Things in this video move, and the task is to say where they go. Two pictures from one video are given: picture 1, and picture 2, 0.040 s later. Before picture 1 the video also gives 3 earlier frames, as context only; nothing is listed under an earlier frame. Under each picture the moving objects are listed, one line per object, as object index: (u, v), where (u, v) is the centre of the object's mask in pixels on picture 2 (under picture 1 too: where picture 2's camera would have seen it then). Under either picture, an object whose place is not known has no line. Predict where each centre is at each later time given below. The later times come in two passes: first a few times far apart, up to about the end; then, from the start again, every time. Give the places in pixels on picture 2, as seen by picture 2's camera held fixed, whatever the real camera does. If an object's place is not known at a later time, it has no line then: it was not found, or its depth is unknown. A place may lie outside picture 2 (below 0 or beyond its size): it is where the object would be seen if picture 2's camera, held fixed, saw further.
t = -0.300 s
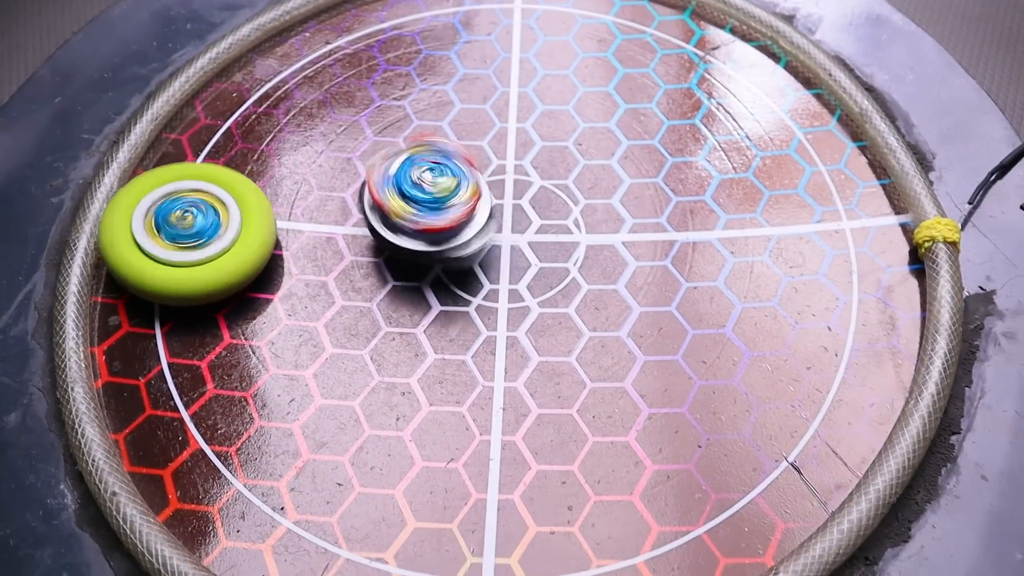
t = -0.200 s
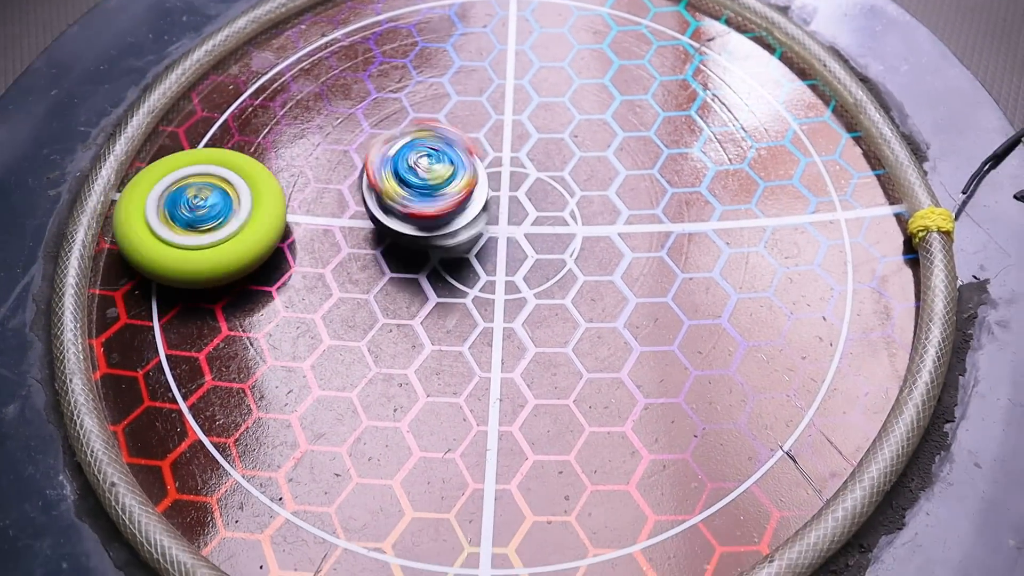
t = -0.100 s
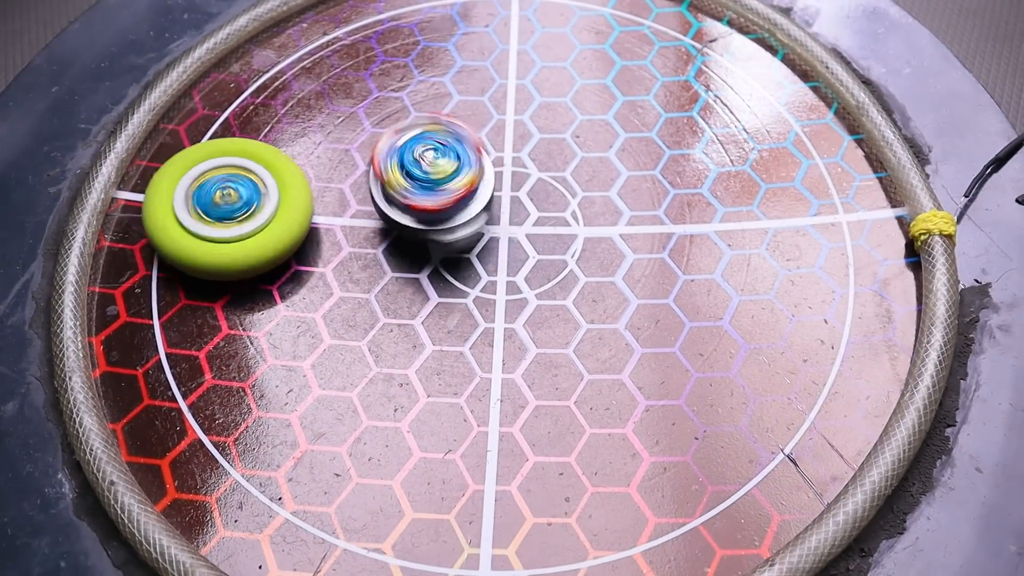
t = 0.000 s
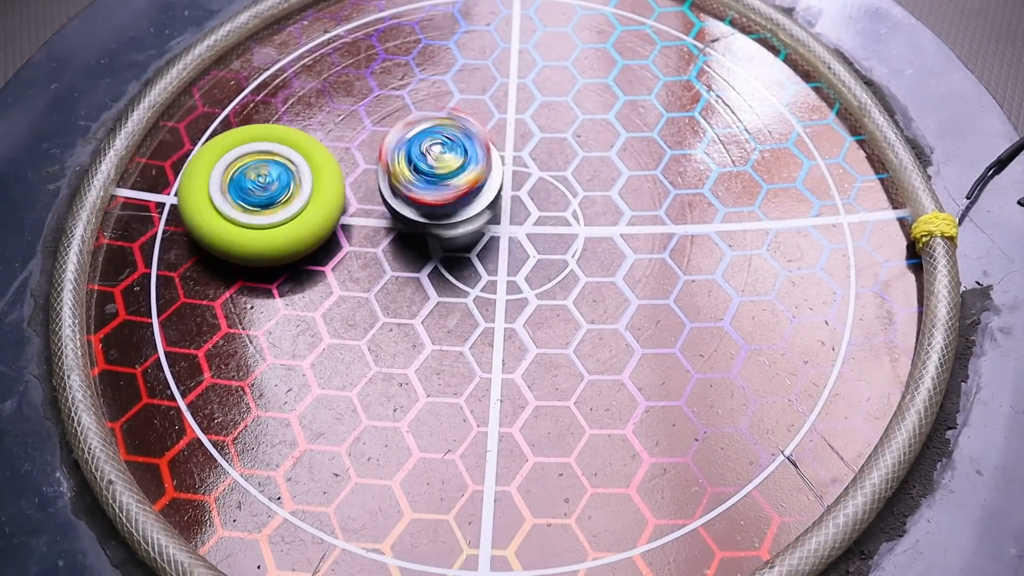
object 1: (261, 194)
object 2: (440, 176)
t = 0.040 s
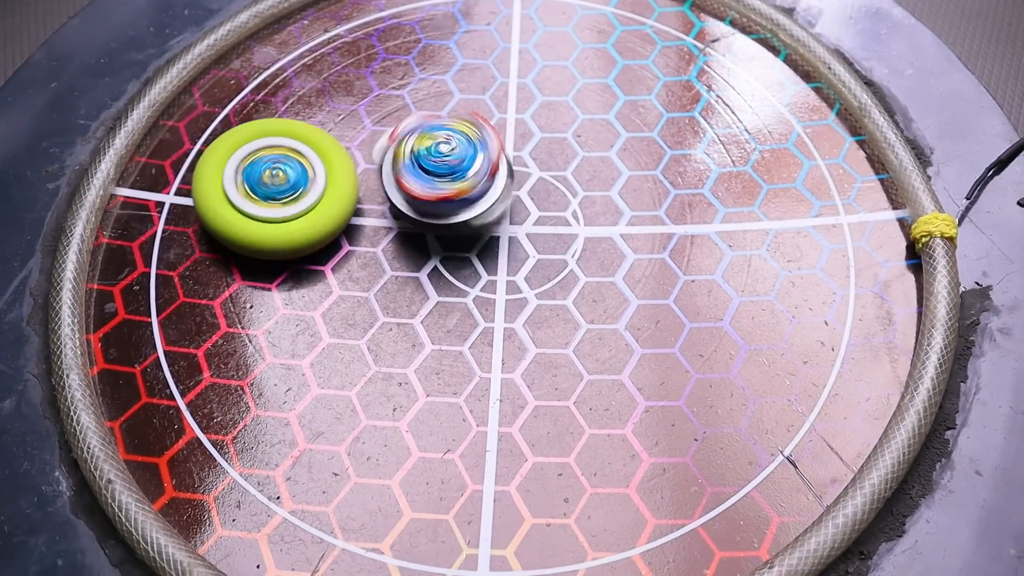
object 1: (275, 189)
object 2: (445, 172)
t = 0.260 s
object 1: (327, 124)
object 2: (465, 191)
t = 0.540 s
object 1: (352, 71)
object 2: (474, 219)
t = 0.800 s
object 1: (391, 51)
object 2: (456, 223)
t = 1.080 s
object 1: (448, 49)
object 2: (455, 208)
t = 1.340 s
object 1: (502, 58)
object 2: (465, 212)
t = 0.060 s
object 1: (281, 186)
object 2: (445, 176)
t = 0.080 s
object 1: (287, 182)
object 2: (447, 173)
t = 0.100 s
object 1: (293, 179)
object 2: (449, 174)
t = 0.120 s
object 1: (300, 176)
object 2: (450, 172)
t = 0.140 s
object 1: (302, 167)
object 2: (457, 173)
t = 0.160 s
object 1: (305, 156)
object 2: (461, 185)
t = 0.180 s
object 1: (309, 149)
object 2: (462, 187)
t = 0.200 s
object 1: (314, 141)
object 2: (465, 190)
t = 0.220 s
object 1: (319, 135)
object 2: (463, 197)
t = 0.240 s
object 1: (323, 129)
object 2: (463, 194)
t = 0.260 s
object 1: (327, 124)
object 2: (465, 191)
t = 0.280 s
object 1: (330, 119)
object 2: (469, 198)
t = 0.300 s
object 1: (332, 114)
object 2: (467, 200)
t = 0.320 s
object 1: (334, 110)
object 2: (470, 201)
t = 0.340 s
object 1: (335, 106)
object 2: (469, 204)
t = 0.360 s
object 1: (336, 102)
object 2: (467, 208)
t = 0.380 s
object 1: (337, 99)
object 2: (468, 204)
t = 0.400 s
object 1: (339, 95)
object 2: (472, 205)
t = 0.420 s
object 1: (340, 91)
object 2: (471, 209)
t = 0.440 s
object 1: (342, 87)
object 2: (472, 208)
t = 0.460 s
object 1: (344, 84)
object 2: (474, 210)
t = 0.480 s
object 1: (345, 81)
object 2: (474, 214)
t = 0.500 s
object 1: (347, 77)
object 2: (472, 215)
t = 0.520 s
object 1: (349, 74)
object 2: (473, 215)
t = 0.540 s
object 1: (352, 71)
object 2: (474, 219)
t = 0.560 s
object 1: (354, 69)
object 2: (468, 221)
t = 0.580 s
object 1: (357, 67)
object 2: (467, 220)
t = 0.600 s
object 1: (359, 65)
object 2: (466, 221)
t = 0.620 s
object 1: (362, 62)
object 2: (465, 222)
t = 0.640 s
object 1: (365, 61)
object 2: (463, 220)
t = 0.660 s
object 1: (368, 59)
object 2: (465, 221)
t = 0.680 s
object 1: (371, 58)
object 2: (465, 223)
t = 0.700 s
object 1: (373, 56)
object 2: (461, 223)
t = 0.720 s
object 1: (377, 55)
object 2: (460, 224)
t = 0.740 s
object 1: (381, 54)
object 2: (459, 226)
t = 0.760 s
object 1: (385, 53)
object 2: (456, 226)
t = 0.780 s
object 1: (388, 52)
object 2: (454, 223)
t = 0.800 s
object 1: (391, 51)
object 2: (456, 223)
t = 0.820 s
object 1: (395, 50)
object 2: (455, 224)
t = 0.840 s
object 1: (400, 50)
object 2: (451, 223)
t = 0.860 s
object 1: (403, 50)
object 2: (451, 221)
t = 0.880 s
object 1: (407, 49)
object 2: (451, 221)
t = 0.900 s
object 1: (410, 49)
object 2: (449, 221)
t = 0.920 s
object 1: (415, 49)
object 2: (449, 218)
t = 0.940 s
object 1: (420, 49)
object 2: (451, 218)
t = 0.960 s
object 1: (424, 49)
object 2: (451, 220)
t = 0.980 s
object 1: (427, 49)
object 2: (448, 218)
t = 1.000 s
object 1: (431, 48)
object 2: (450, 215)
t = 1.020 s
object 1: (436, 48)
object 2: (452, 216)
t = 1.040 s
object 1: (441, 49)
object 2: (451, 216)
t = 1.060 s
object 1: (444, 49)
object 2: (452, 210)
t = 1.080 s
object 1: (448, 49)
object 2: (455, 208)
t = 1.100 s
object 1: (452, 49)
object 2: (456, 214)
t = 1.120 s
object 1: (457, 49)
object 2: (455, 213)
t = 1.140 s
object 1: (462, 50)
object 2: (457, 210)
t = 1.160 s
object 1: (465, 50)
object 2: (459, 210)
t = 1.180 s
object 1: (469, 51)
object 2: (458, 214)
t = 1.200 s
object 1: (473, 51)
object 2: (459, 208)
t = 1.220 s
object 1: (478, 52)
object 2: (463, 206)
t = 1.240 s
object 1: (482, 53)
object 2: (464, 210)
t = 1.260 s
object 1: (486, 53)
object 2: (463, 212)
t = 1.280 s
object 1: (489, 54)
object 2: (464, 209)
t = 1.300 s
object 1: (493, 54)
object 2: (466, 209)
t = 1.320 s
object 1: (498, 56)
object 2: (466, 212)
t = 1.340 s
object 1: (502, 58)
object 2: (465, 212)
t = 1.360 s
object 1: (505, 60)
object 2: (467, 209)
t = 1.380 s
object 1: (508, 62)
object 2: (469, 210)
